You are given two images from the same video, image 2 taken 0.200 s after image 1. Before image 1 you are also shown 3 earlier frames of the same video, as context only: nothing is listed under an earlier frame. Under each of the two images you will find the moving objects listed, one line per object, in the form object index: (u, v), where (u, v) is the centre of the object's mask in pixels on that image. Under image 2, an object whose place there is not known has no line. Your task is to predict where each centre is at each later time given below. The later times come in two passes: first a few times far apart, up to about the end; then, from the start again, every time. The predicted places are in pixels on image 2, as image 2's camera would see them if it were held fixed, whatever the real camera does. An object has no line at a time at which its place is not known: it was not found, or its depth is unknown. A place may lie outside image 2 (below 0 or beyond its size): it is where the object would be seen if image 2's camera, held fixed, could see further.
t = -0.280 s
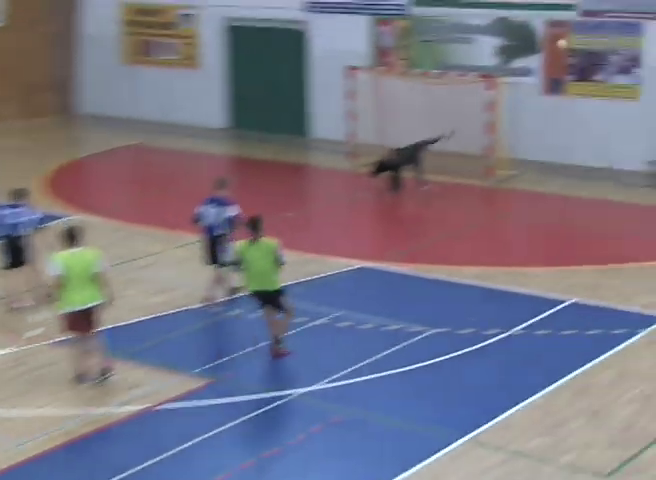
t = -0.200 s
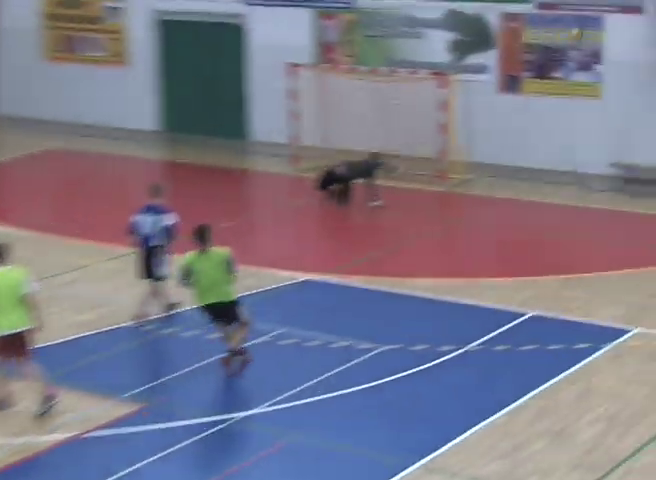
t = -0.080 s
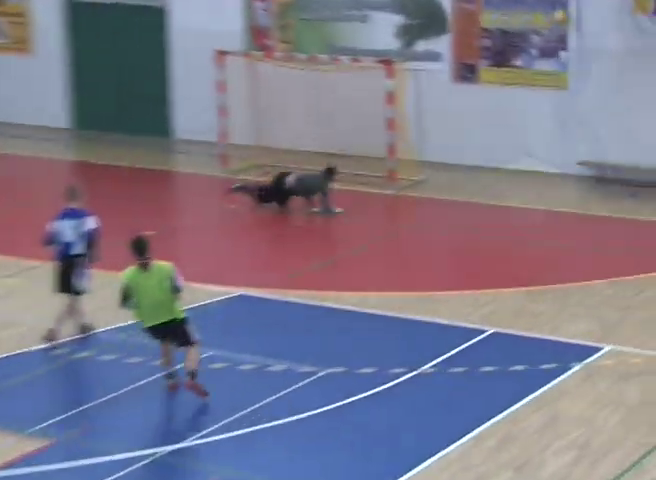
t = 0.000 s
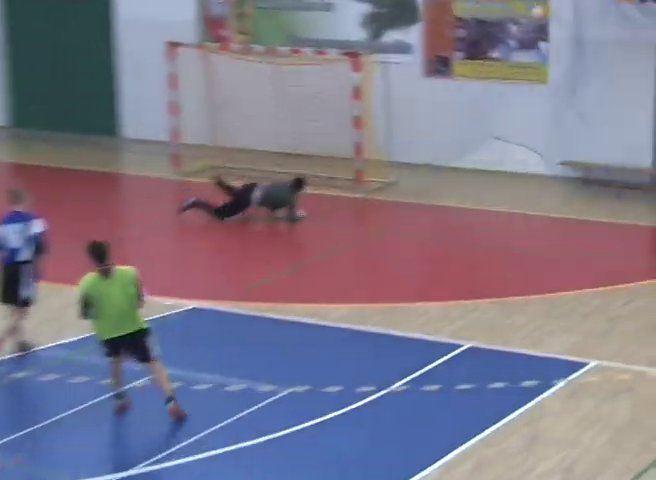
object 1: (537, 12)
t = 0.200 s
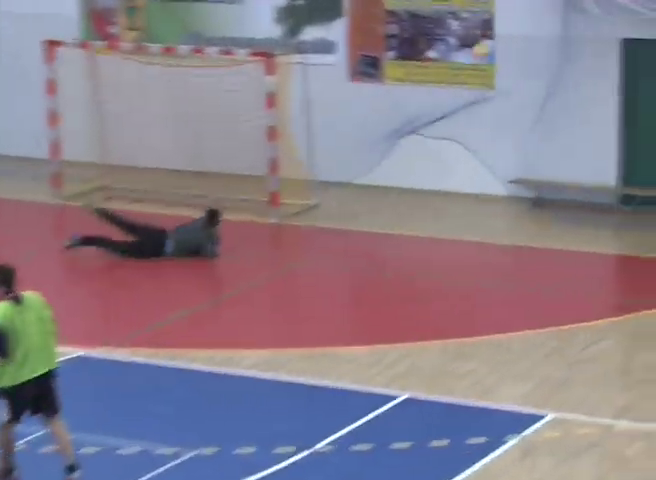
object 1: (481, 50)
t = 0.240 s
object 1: (480, 62)
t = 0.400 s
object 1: (476, 130)
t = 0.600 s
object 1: (469, 212)
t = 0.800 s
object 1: (463, 179)
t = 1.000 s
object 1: (459, 178)
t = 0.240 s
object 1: (480, 62)
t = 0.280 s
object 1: (477, 79)
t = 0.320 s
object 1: (477, 96)
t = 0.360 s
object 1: (476, 112)
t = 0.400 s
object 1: (476, 130)
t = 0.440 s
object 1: (473, 149)
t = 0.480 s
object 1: (473, 170)
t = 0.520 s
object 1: (470, 192)
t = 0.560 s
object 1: (471, 216)
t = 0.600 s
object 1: (469, 212)
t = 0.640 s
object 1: (468, 204)
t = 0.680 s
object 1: (466, 195)
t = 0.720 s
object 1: (466, 188)
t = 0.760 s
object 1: (465, 183)
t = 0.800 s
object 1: (463, 179)
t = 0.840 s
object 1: (463, 176)
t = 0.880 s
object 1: (462, 175)
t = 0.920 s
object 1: (461, 175)
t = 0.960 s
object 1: (460, 176)
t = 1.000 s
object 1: (459, 178)
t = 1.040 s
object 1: (459, 183)
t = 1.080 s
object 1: (460, 188)
